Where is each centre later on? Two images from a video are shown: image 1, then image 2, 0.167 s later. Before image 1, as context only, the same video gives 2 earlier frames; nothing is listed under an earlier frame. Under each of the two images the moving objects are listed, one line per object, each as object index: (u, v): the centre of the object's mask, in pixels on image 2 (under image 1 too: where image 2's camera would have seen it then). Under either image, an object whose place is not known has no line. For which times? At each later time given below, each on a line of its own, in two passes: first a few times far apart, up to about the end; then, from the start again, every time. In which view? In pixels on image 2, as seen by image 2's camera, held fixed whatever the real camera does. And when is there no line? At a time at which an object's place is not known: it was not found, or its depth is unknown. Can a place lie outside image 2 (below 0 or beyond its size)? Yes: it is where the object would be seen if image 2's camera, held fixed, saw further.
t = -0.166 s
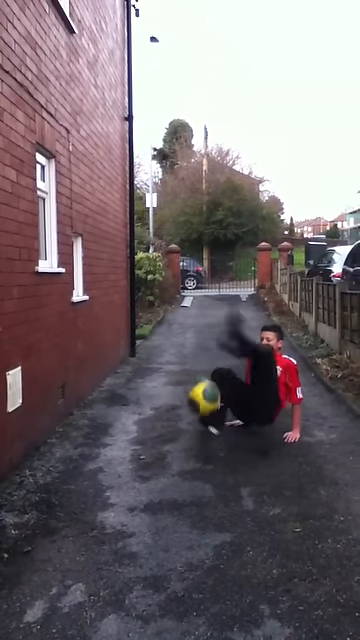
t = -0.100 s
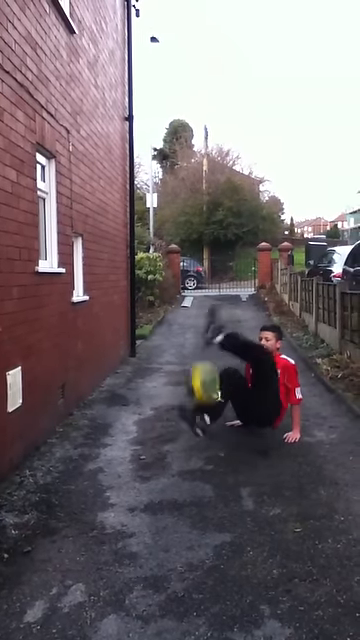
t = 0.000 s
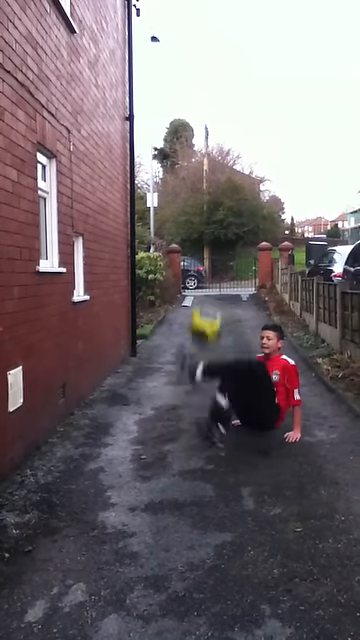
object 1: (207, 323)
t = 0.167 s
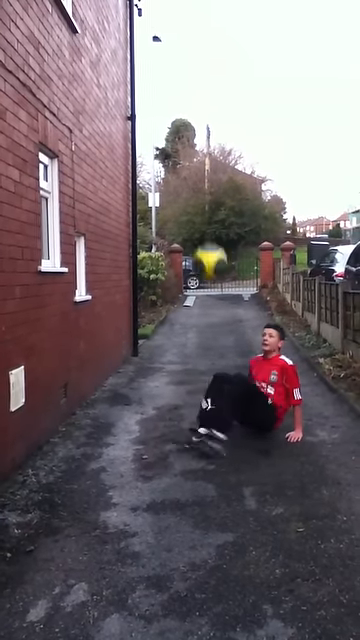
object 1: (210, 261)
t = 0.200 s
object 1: (211, 253)
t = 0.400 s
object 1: (214, 244)
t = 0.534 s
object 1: (217, 271)
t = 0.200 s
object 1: (211, 253)
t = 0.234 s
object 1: (211, 248)
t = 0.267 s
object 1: (211, 244)
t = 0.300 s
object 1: (211, 242)
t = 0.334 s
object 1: (212, 241)
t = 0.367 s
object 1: (212, 242)
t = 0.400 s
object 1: (214, 244)
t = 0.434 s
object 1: (215, 248)
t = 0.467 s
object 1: (215, 254)
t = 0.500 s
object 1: (216, 262)
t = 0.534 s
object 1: (217, 271)
